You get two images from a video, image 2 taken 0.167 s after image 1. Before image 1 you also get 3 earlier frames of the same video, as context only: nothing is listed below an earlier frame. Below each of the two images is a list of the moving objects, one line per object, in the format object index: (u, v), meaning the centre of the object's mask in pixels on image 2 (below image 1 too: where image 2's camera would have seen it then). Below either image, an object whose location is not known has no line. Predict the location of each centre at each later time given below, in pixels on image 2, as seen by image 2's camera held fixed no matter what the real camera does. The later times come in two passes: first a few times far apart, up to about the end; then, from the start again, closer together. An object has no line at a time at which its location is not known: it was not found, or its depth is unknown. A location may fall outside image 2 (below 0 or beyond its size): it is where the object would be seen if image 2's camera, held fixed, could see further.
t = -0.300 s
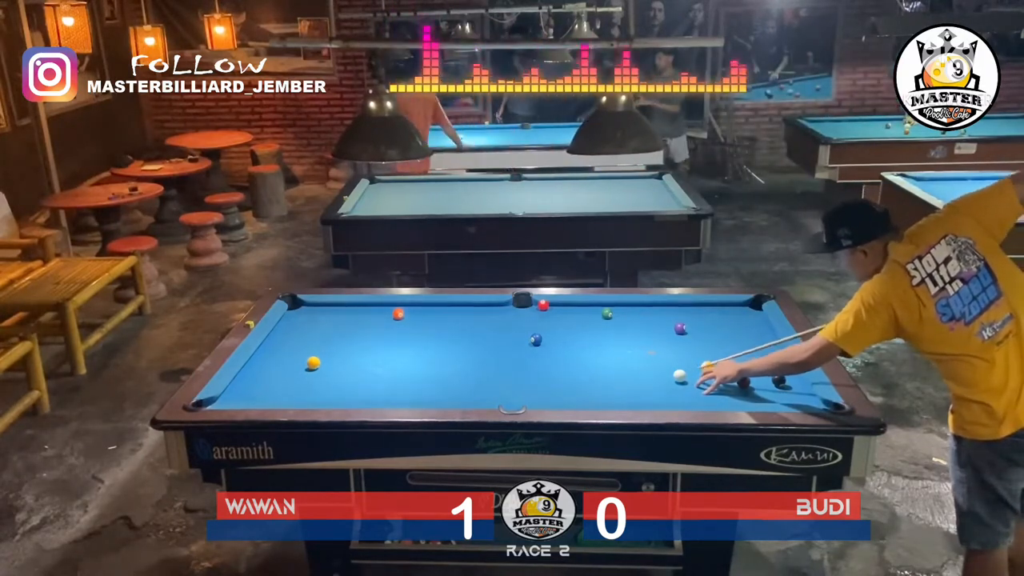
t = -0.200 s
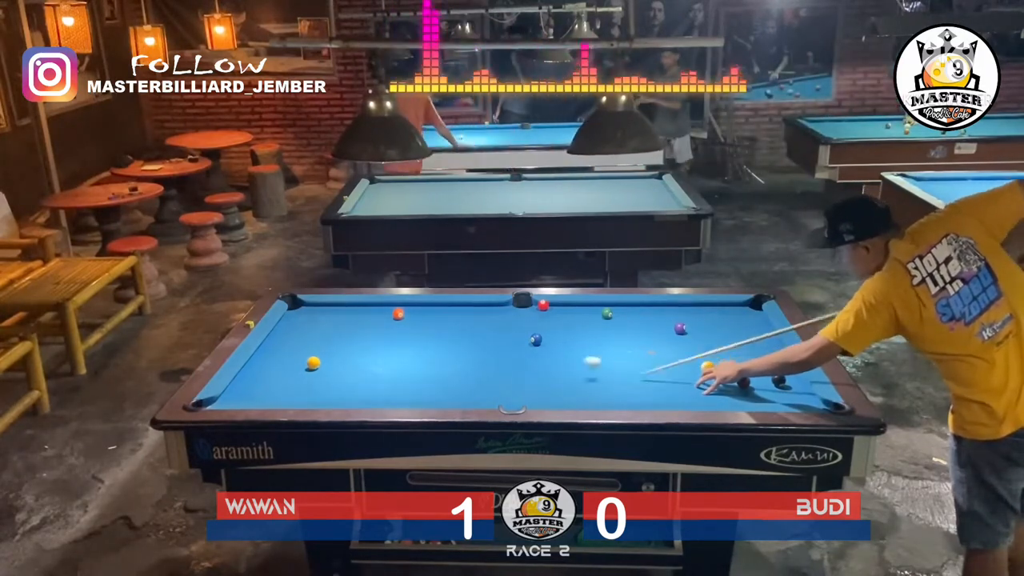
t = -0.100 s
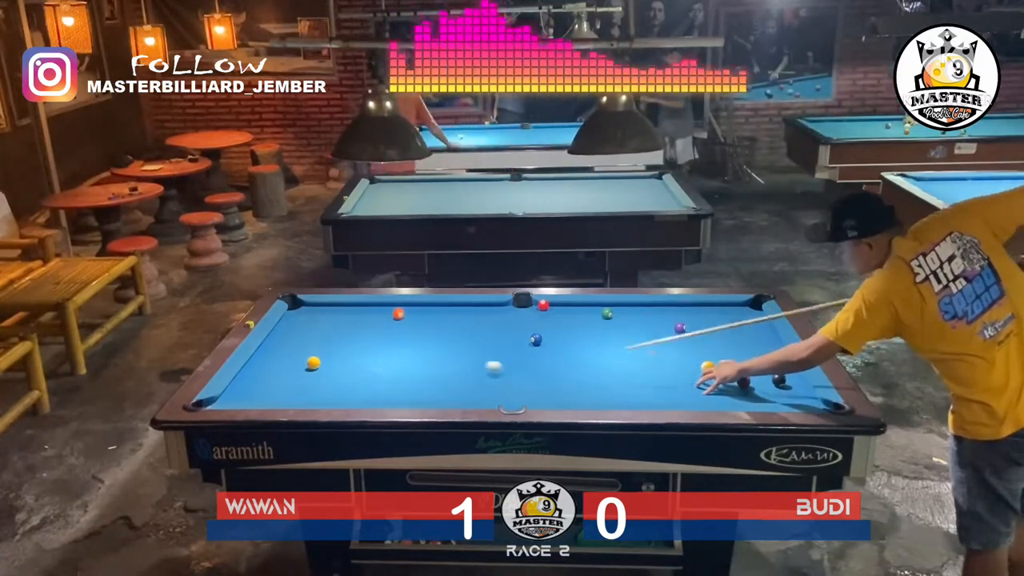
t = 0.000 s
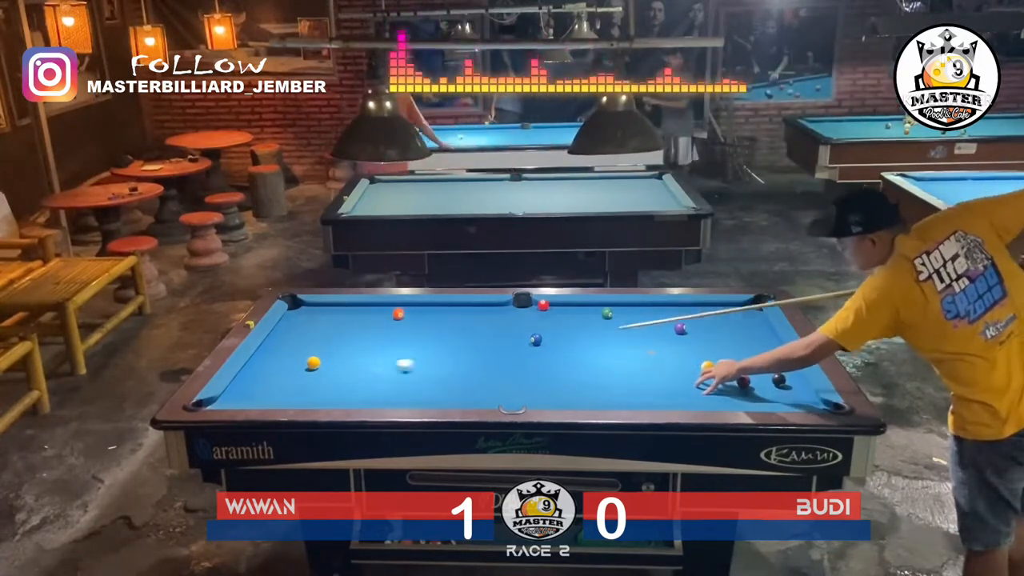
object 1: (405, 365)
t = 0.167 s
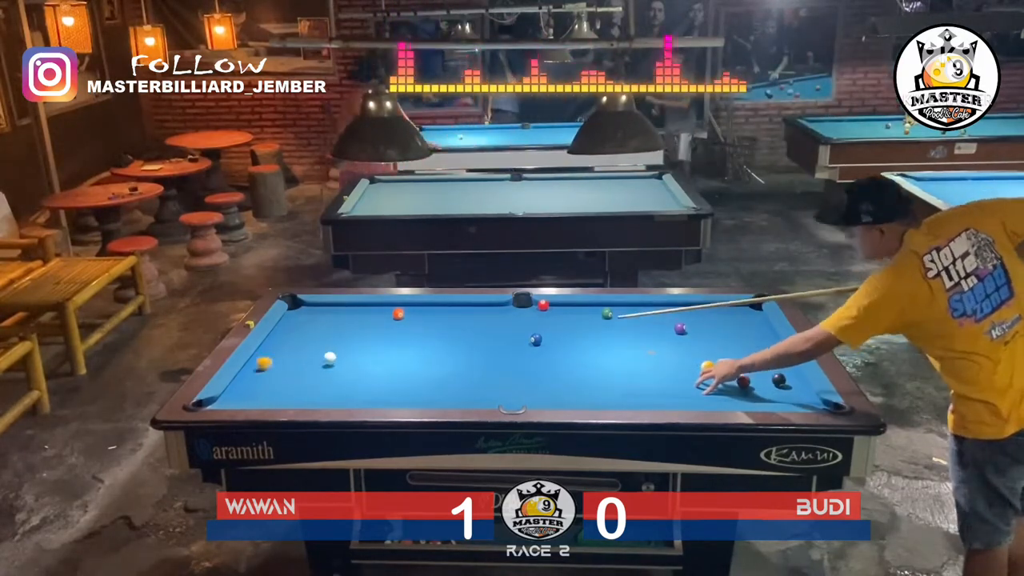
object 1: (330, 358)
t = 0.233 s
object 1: (331, 358)
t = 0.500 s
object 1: (303, 349)
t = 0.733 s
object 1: (270, 343)
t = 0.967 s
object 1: (290, 339)
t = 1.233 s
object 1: (316, 335)
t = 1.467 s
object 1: (335, 332)
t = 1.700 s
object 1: (352, 330)
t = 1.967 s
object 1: (369, 327)
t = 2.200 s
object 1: (381, 325)
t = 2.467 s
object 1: (392, 324)
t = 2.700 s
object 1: (399, 323)
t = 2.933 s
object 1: (405, 323)
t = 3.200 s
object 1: (408, 322)
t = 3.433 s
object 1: (409, 322)
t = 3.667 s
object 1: (409, 322)
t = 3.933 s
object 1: (409, 322)
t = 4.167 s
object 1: (409, 322)
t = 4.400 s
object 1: (409, 322)
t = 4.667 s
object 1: (409, 322)
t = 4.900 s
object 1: (409, 322)
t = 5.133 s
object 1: (409, 322)
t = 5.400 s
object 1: (409, 322)
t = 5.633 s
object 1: (409, 322)
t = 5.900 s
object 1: (409, 322)
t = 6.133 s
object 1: (409, 322)
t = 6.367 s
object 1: (409, 322)
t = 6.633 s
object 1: (409, 322)
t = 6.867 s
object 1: (409, 322)
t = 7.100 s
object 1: (409, 322)
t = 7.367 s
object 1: (409, 322)
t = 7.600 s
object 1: (409, 322)
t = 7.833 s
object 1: (409, 322)
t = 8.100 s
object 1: (409, 322)
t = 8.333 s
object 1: (409, 322)
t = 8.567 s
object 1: (409, 322)
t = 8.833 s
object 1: (409, 322)
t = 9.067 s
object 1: (409, 322)
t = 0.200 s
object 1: (331, 359)
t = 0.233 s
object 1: (331, 358)
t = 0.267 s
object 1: (331, 357)
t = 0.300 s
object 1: (329, 356)
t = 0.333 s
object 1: (326, 355)
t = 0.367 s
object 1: (322, 353)
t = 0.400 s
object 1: (317, 353)
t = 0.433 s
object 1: (313, 351)
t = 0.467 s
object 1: (308, 350)
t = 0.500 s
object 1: (303, 349)
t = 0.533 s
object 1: (298, 348)
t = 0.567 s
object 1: (293, 347)
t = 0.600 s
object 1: (288, 346)
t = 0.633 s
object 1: (284, 345)
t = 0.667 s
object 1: (280, 344)
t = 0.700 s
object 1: (274, 343)
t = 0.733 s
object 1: (270, 343)
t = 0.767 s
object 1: (268, 342)
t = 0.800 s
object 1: (272, 341)
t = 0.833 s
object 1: (276, 341)
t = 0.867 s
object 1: (280, 340)
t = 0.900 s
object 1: (283, 340)
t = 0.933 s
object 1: (287, 339)
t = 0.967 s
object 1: (290, 339)
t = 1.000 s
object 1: (293, 338)
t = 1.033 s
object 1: (297, 338)
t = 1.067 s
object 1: (300, 337)
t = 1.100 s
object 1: (303, 337)
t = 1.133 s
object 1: (306, 336)
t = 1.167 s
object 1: (310, 336)
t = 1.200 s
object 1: (313, 335)
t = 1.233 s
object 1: (316, 335)
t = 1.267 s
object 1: (319, 335)
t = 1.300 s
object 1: (322, 334)
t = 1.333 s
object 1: (325, 334)
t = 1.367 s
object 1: (327, 333)
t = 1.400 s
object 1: (330, 333)
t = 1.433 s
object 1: (333, 333)
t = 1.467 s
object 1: (335, 332)
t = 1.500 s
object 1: (338, 332)
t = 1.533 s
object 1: (341, 331)
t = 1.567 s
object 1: (343, 331)
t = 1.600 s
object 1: (345, 331)
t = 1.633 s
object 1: (348, 331)
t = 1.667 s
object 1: (351, 330)
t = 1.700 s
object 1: (352, 330)
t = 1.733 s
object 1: (355, 329)
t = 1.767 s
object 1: (357, 329)
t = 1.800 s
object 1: (359, 329)
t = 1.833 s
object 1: (361, 328)
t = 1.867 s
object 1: (363, 328)
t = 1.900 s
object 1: (365, 328)
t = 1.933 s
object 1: (367, 328)
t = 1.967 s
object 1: (369, 327)
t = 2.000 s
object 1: (371, 327)
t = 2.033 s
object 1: (373, 327)
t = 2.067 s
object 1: (375, 326)
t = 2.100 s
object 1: (376, 326)
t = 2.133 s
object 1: (378, 326)
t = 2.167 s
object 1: (379, 326)
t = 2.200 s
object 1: (381, 325)
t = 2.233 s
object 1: (383, 325)
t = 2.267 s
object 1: (384, 325)
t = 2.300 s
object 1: (386, 325)
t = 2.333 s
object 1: (387, 325)
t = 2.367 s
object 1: (388, 325)
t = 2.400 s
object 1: (389, 324)
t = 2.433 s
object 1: (390, 324)
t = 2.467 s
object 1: (392, 324)
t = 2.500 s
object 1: (393, 324)
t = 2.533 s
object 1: (394, 324)
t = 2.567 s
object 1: (395, 324)
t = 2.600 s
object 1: (396, 324)
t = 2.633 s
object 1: (397, 323)
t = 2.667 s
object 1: (399, 323)
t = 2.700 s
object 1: (399, 323)
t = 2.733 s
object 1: (400, 323)
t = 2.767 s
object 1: (401, 323)
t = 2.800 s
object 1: (402, 323)
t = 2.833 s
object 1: (402, 323)
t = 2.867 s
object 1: (403, 323)
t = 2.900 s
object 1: (404, 323)
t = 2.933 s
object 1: (405, 323)
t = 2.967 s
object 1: (405, 323)
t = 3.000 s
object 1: (406, 322)
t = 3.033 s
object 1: (406, 322)
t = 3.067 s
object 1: (407, 322)
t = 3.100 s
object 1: (407, 322)
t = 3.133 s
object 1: (407, 322)
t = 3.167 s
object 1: (408, 322)
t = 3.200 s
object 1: (408, 322)
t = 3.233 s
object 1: (408, 322)
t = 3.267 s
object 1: (408, 322)
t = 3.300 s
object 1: (408, 322)
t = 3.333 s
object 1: (409, 322)
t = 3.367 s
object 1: (409, 322)
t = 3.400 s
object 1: (409, 322)
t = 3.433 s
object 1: (409, 322)
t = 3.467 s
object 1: (409, 322)
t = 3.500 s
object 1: (409, 322)
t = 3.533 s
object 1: (409, 322)
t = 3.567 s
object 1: (409, 322)
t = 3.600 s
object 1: (409, 322)
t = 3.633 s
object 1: (409, 322)
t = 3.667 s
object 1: (409, 322)
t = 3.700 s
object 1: (409, 322)
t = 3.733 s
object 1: (409, 322)
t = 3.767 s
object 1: (409, 322)
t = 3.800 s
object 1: (409, 322)
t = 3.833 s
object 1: (409, 322)
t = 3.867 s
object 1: (409, 322)
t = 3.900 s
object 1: (409, 322)
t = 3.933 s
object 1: (409, 322)
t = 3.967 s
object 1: (408, 322)
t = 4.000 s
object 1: (409, 322)
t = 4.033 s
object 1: (409, 322)
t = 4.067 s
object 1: (409, 322)
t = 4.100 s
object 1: (409, 322)
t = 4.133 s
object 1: (409, 322)
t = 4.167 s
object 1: (409, 322)
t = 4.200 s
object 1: (409, 322)
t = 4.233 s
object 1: (409, 322)
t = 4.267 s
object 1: (409, 322)
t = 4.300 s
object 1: (409, 322)
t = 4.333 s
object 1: (409, 322)
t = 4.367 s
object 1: (408, 322)
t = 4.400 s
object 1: (409, 322)
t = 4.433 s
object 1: (408, 322)
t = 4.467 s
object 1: (408, 322)
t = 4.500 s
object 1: (408, 322)
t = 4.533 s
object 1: (409, 322)
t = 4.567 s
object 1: (409, 322)
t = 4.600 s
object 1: (408, 322)
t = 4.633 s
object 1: (409, 322)
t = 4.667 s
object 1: (409, 322)
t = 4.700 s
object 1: (409, 322)
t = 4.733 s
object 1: (409, 322)
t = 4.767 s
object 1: (408, 322)
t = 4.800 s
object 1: (408, 322)
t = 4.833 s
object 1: (409, 322)
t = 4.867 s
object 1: (409, 322)
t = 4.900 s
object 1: (409, 322)
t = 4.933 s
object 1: (409, 322)
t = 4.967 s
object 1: (409, 322)
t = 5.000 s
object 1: (409, 322)
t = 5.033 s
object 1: (409, 322)
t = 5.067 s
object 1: (409, 322)
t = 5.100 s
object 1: (409, 322)
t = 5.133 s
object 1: (409, 322)
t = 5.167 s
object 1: (409, 322)
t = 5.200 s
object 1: (409, 322)
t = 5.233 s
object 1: (409, 322)
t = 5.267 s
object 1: (409, 322)
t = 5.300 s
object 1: (409, 322)
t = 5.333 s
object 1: (409, 322)
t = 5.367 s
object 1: (409, 322)
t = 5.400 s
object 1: (409, 322)
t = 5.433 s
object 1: (409, 322)
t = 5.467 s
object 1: (409, 322)
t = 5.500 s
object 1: (409, 322)
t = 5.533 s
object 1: (409, 322)
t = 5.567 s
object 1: (409, 322)
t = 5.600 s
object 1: (409, 322)
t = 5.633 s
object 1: (409, 322)
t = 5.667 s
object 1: (409, 322)
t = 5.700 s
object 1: (409, 322)
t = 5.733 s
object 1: (409, 322)
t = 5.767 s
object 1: (409, 322)
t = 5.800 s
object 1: (409, 322)
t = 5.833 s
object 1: (409, 322)
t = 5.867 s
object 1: (409, 322)
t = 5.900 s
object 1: (409, 322)
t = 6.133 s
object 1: (409, 322)
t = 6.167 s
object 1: (409, 322)
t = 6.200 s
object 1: (409, 322)
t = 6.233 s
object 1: (409, 322)
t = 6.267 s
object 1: (409, 322)
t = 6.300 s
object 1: (409, 322)
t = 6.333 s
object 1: (409, 322)
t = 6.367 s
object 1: (409, 322)
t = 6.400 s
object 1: (409, 322)
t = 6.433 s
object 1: (409, 322)
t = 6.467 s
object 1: (409, 322)
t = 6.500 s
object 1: (409, 322)
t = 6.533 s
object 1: (409, 322)
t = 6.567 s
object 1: (409, 322)
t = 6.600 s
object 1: (409, 322)
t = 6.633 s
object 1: (409, 322)
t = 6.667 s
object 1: (409, 322)
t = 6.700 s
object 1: (409, 322)
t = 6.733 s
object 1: (409, 322)
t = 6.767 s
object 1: (409, 322)
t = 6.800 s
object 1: (409, 322)
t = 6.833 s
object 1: (409, 322)
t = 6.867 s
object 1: (409, 322)
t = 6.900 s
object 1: (409, 322)
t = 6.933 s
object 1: (409, 322)
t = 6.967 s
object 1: (409, 322)
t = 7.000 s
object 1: (409, 322)
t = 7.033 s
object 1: (409, 322)
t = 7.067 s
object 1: (409, 322)
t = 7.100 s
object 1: (409, 322)
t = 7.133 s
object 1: (409, 322)
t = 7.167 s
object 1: (409, 322)
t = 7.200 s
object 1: (409, 322)
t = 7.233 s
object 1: (409, 322)
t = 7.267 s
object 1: (409, 322)
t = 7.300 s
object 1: (409, 322)
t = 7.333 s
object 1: (409, 322)
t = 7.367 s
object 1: (409, 322)
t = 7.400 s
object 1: (409, 322)
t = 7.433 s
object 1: (409, 322)
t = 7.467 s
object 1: (409, 322)
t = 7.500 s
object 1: (409, 322)
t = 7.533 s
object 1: (409, 322)
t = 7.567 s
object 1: (409, 322)
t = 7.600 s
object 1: (409, 322)
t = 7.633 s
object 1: (409, 322)
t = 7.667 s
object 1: (409, 322)
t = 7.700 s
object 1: (409, 322)
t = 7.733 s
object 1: (409, 322)
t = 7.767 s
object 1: (409, 322)
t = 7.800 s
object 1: (409, 322)
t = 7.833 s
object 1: (409, 322)
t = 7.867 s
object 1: (409, 322)
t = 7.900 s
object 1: (409, 322)
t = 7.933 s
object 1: (409, 322)
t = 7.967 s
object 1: (409, 322)
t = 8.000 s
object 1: (409, 322)
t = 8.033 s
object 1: (409, 322)
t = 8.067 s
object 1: (409, 322)
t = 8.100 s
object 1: (409, 322)
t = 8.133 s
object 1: (409, 322)
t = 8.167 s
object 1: (409, 322)
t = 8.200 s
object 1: (409, 322)
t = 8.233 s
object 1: (409, 322)
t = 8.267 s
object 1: (409, 322)
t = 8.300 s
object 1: (409, 322)
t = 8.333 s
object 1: (409, 322)
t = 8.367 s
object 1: (409, 322)
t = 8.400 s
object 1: (409, 322)
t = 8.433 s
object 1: (409, 322)
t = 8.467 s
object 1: (409, 322)
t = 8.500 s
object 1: (409, 322)
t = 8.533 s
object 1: (409, 322)
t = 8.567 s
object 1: (409, 322)
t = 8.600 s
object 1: (409, 322)
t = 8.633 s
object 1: (409, 322)
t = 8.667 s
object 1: (409, 322)
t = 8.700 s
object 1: (409, 322)
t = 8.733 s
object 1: (409, 322)
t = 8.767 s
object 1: (409, 322)
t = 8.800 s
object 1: (409, 322)
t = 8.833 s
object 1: (409, 322)
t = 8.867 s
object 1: (409, 322)
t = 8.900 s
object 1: (409, 322)
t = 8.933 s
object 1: (409, 322)
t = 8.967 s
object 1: (409, 322)
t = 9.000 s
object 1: (409, 322)
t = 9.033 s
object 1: (409, 322)
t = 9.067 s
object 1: (409, 322)
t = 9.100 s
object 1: (409, 322)
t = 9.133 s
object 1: (409, 322)
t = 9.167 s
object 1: (409, 322)
